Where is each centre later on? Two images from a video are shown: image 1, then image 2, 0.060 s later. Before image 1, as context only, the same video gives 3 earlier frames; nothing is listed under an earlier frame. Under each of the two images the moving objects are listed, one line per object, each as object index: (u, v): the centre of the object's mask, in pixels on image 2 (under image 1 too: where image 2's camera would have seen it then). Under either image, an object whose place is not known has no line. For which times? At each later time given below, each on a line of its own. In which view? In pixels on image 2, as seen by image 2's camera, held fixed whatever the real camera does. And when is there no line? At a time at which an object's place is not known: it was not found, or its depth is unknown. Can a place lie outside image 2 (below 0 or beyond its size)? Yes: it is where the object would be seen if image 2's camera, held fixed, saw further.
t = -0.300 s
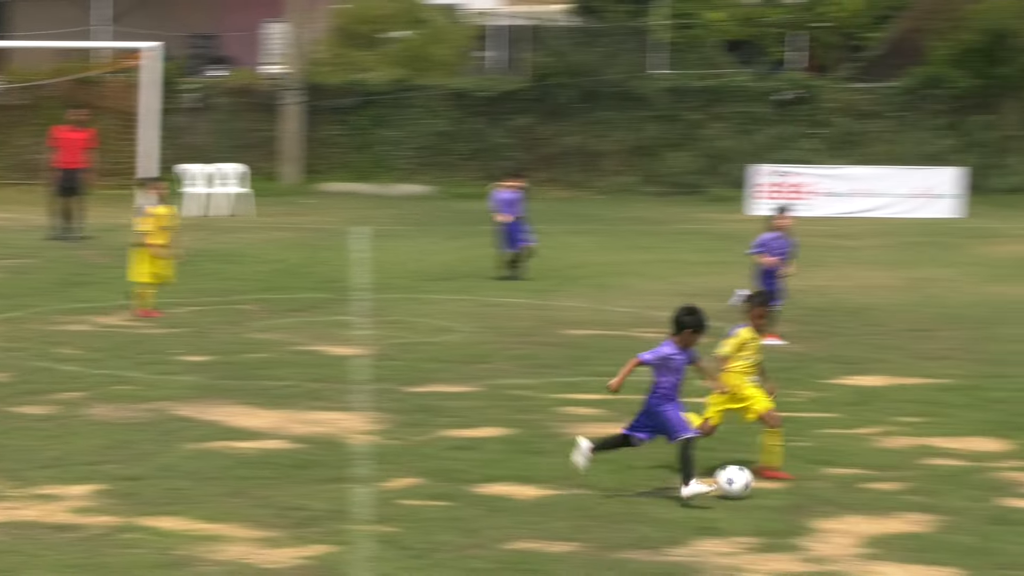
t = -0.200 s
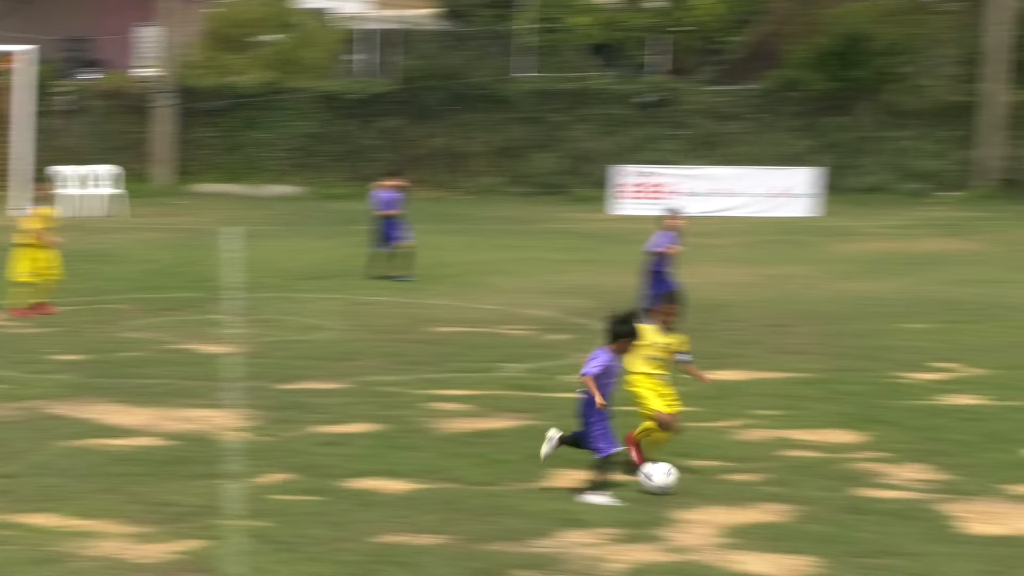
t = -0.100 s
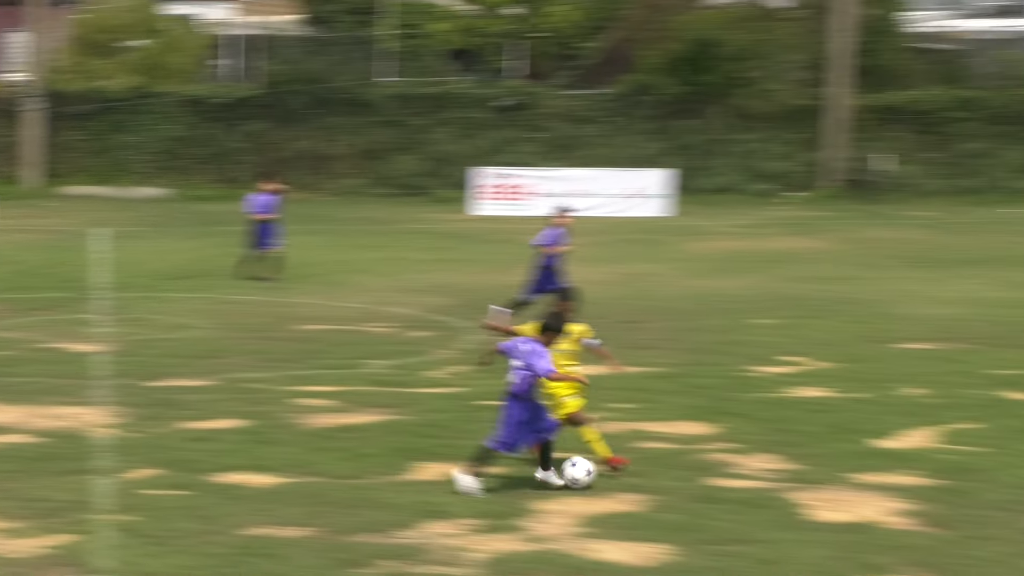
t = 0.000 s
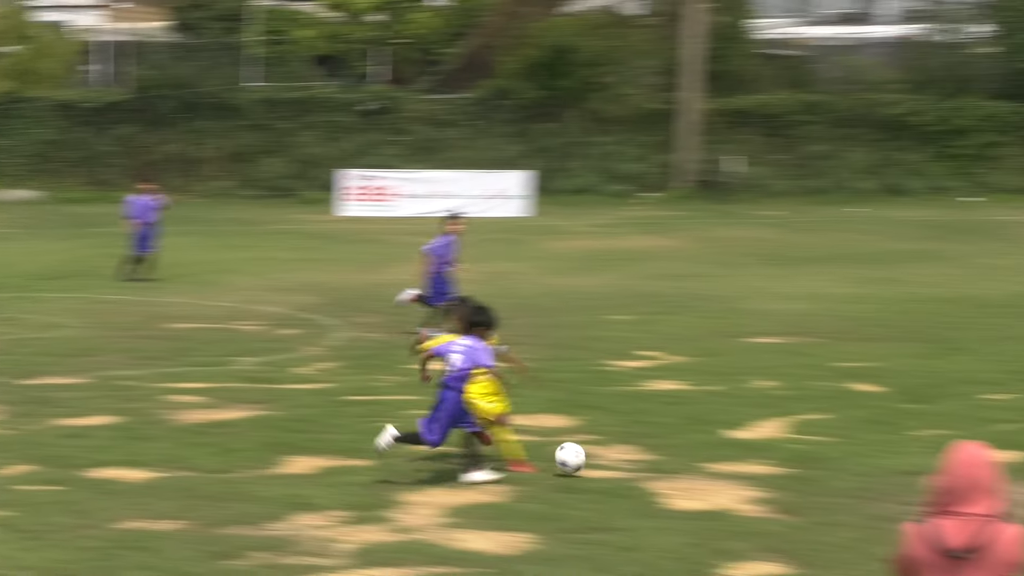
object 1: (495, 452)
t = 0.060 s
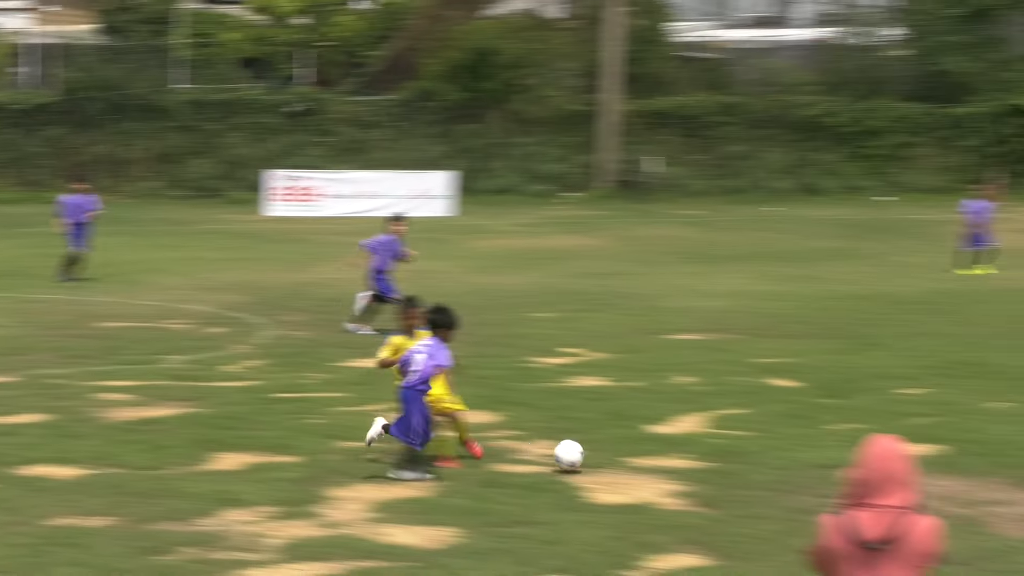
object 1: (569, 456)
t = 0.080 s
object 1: (593, 458)
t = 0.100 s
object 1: (617, 457)
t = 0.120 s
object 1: (638, 455)
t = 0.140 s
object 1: (658, 453)
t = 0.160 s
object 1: (679, 451)
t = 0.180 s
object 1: (699, 450)
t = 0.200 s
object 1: (720, 449)
